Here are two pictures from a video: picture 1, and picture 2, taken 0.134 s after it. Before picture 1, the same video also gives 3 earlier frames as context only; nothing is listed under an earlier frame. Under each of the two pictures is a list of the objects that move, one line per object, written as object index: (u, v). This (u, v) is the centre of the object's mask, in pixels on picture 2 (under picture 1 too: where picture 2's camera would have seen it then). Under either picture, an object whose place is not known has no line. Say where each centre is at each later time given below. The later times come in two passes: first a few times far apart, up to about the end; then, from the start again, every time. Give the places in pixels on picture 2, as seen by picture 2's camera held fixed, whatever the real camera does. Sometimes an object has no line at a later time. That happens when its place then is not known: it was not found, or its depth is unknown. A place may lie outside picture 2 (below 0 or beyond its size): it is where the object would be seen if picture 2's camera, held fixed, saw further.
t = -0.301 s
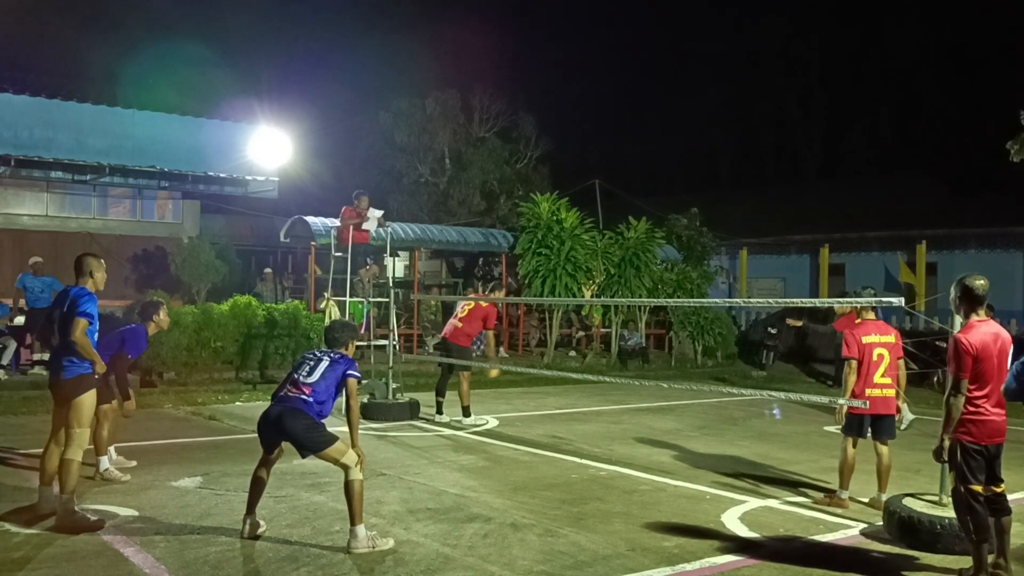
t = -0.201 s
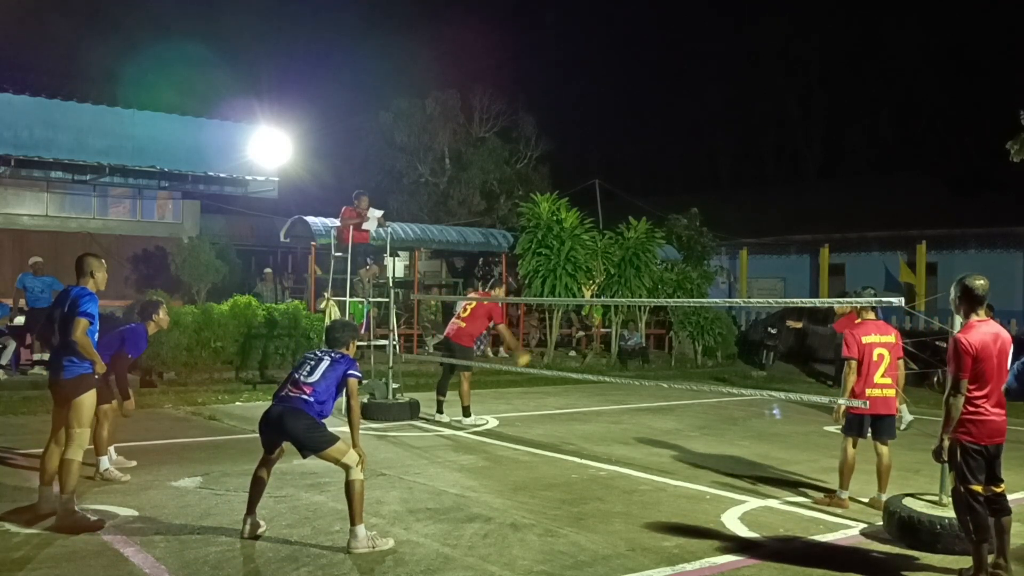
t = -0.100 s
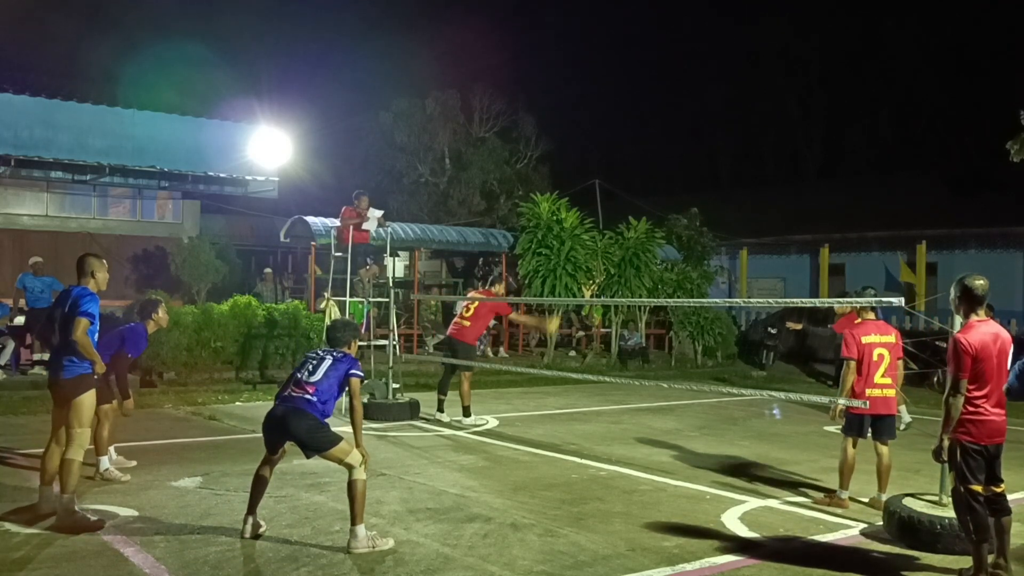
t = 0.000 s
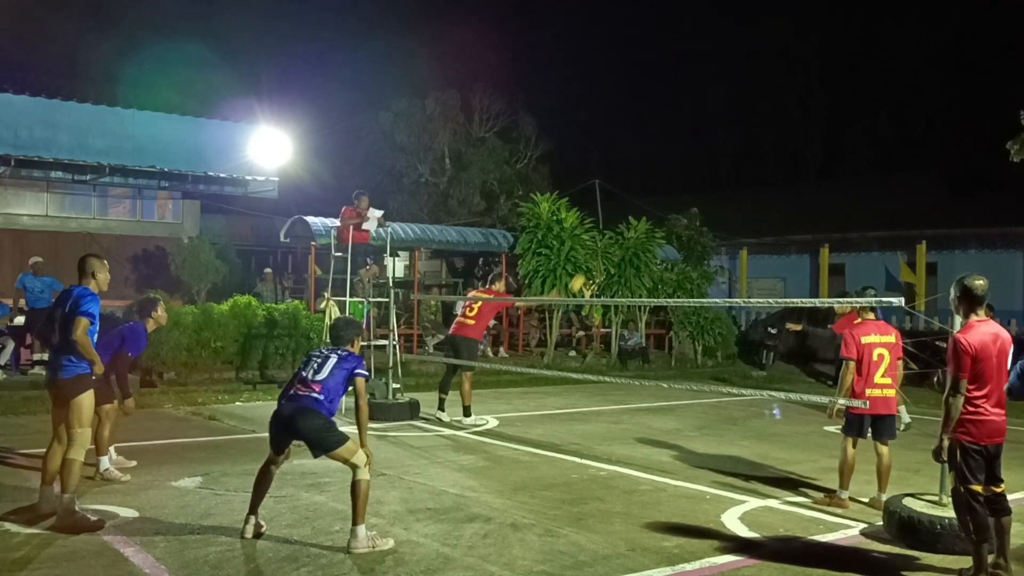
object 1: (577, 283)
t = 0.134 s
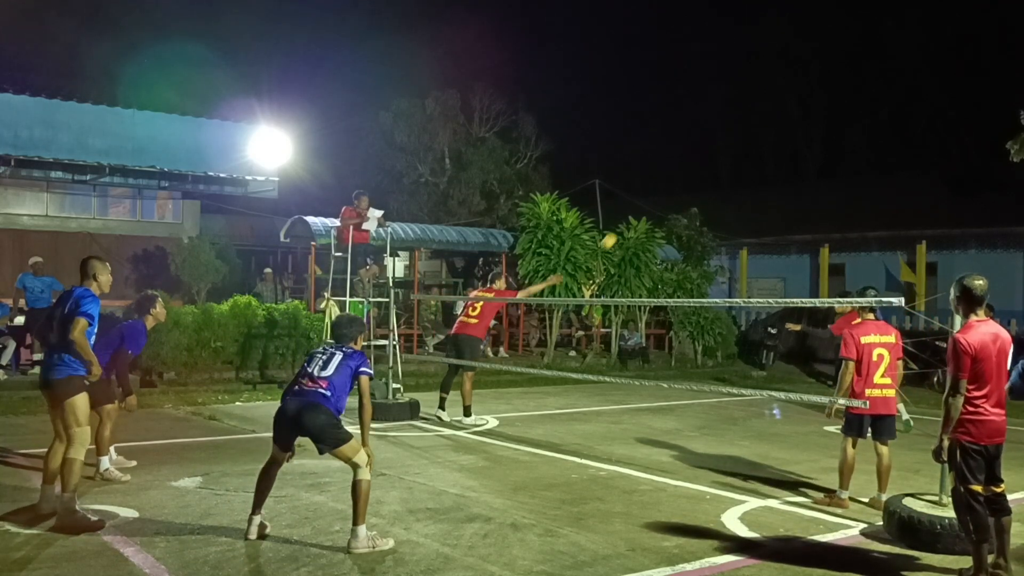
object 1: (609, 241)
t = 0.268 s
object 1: (640, 214)
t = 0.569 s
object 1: (710, 206)
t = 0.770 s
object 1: (756, 242)
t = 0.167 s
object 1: (617, 233)
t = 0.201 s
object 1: (626, 225)
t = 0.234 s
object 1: (633, 220)
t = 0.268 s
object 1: (640, 214)
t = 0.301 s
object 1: (646, 212)
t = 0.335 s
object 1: (656, 206)
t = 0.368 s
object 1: (664, 203)
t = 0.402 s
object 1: (672, 201)
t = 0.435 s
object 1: (680, 200)
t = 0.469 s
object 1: (687, 200)
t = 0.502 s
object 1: (695, 201)
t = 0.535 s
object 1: (703, 203)
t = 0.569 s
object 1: (710, 206)
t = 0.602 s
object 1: (718, 209)
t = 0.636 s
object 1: (726, 214)
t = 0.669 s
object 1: (733, 220)
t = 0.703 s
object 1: (741, 226)
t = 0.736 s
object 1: (749, 233)
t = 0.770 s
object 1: (756, 242)
